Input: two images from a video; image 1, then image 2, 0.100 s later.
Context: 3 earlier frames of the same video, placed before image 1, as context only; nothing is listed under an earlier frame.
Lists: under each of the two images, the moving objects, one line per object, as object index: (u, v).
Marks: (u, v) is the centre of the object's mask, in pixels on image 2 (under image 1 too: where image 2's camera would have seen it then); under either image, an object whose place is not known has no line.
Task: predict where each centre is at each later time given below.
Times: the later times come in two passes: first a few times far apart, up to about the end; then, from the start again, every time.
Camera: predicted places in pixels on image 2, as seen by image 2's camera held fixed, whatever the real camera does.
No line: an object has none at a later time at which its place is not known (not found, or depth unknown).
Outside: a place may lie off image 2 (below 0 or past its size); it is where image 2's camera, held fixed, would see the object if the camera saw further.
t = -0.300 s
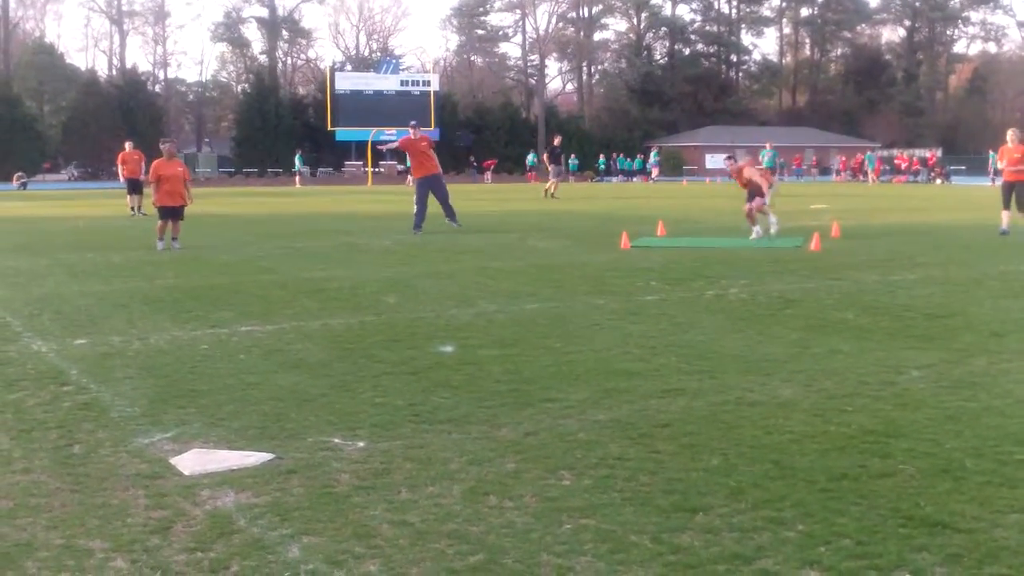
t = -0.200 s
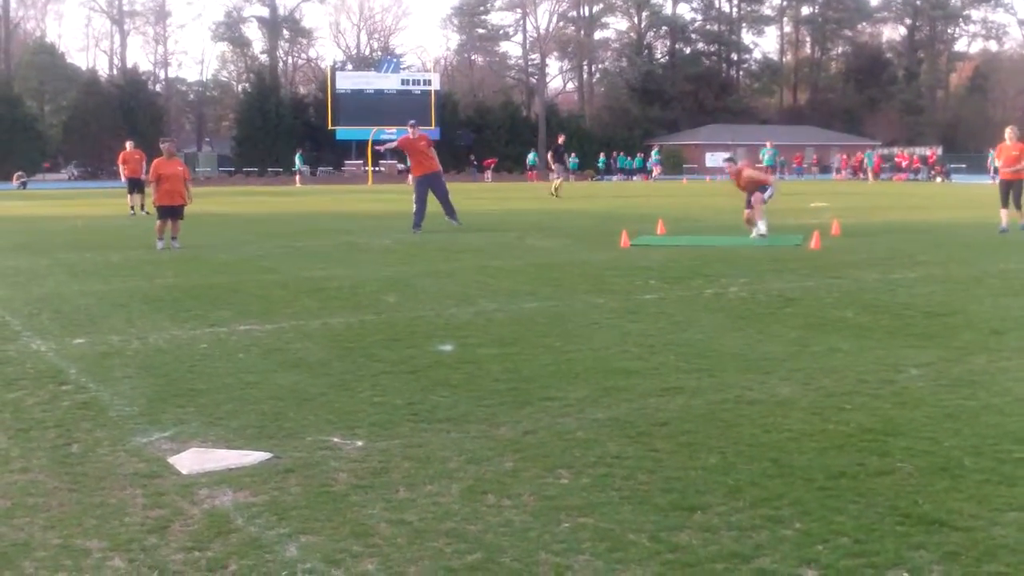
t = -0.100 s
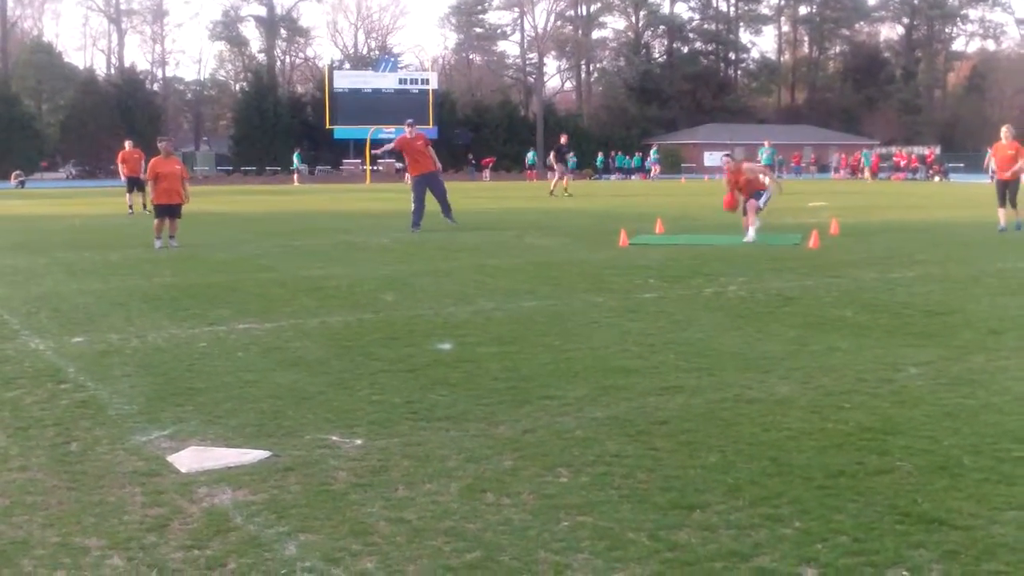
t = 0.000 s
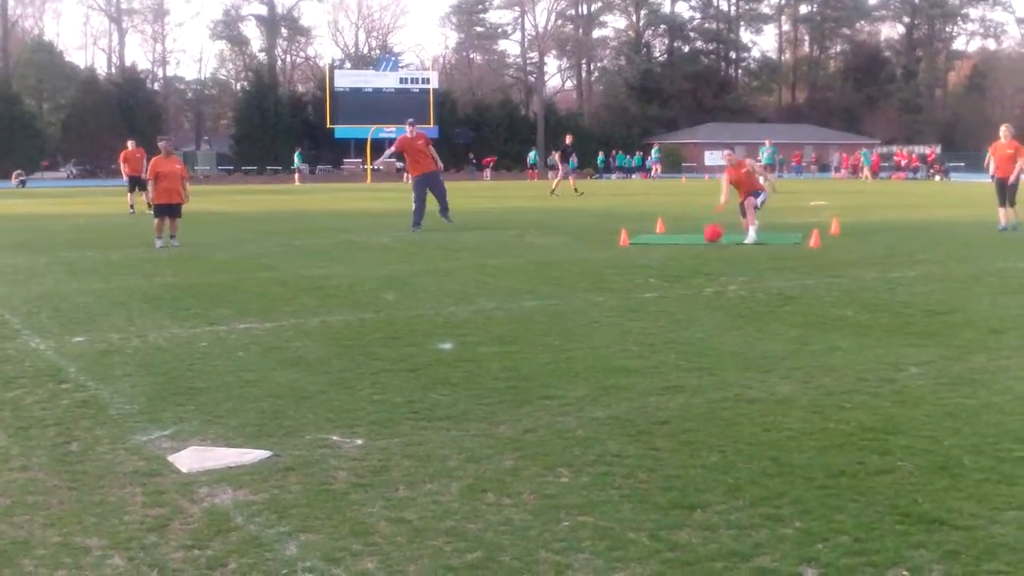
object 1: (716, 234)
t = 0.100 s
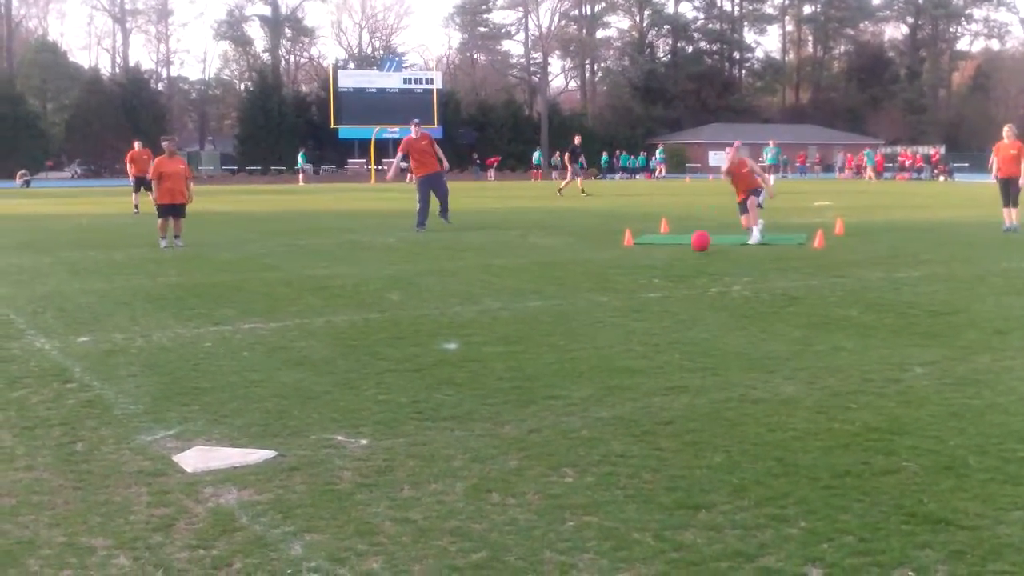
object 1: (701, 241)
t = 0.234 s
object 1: (676, 252)
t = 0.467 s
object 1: (630, 268)
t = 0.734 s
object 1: (560, 288)
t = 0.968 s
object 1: (473, 345)
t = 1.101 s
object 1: (402, 354)
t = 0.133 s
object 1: (695, 242)
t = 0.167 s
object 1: (690, 243)
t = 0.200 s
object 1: (683, 247)
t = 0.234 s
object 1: (676, 252)
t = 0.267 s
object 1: (670, 258)
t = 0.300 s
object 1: (664, 260)
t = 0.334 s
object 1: (657, 259)
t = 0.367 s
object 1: (651, 259)
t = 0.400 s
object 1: (644, 260)
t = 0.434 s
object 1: (636, 263)
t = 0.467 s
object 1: (630, 268)
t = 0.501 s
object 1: (623, 273)
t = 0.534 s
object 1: (614, 282)
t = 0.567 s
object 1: (607, 289)
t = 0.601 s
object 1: (597, 290)
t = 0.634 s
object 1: (589, 288)
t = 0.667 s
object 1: (580, 286)
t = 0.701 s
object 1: (571, 287)
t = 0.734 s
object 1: (560, 288)
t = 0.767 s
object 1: (549, 293)
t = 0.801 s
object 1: (538, 299)
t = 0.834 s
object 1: (526, 307)
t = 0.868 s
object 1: (514, 318)
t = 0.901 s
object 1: (501, 330)
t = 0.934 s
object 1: (487, 344)
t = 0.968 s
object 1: (473, 345)
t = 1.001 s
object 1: (457, 342)
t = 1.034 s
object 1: (439, 345)
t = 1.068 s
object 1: (421, 349)
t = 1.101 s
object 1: (402, 354)
